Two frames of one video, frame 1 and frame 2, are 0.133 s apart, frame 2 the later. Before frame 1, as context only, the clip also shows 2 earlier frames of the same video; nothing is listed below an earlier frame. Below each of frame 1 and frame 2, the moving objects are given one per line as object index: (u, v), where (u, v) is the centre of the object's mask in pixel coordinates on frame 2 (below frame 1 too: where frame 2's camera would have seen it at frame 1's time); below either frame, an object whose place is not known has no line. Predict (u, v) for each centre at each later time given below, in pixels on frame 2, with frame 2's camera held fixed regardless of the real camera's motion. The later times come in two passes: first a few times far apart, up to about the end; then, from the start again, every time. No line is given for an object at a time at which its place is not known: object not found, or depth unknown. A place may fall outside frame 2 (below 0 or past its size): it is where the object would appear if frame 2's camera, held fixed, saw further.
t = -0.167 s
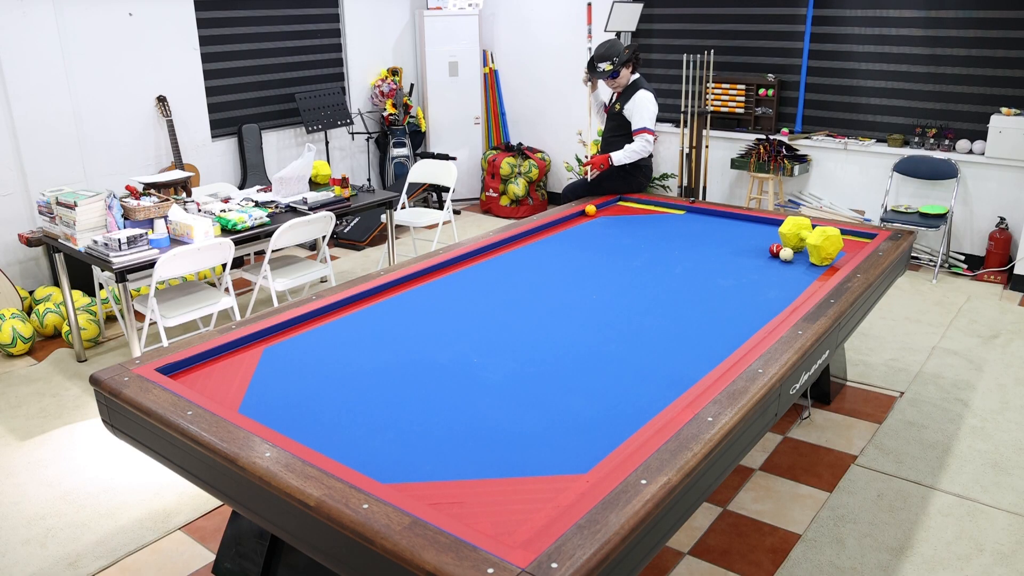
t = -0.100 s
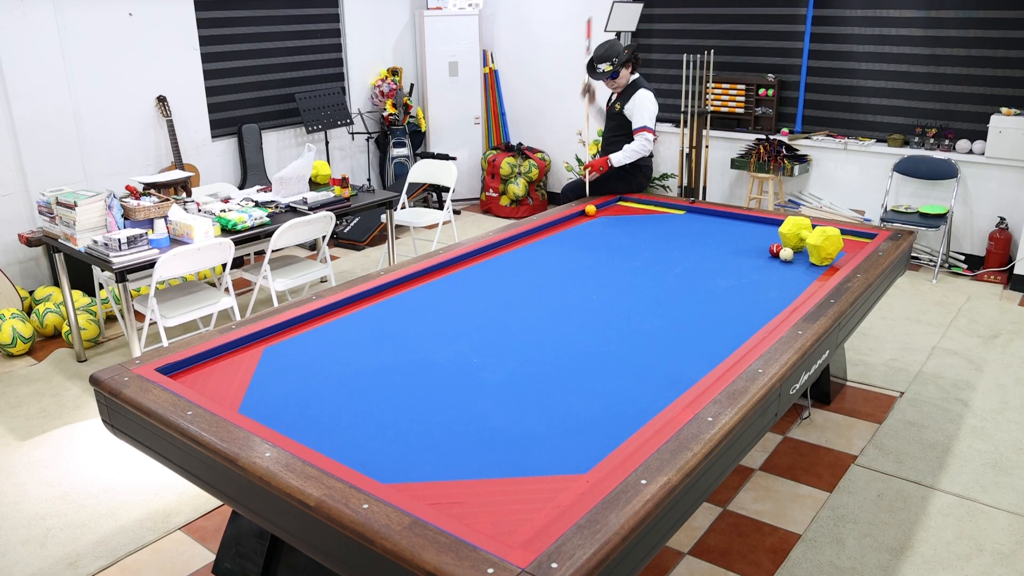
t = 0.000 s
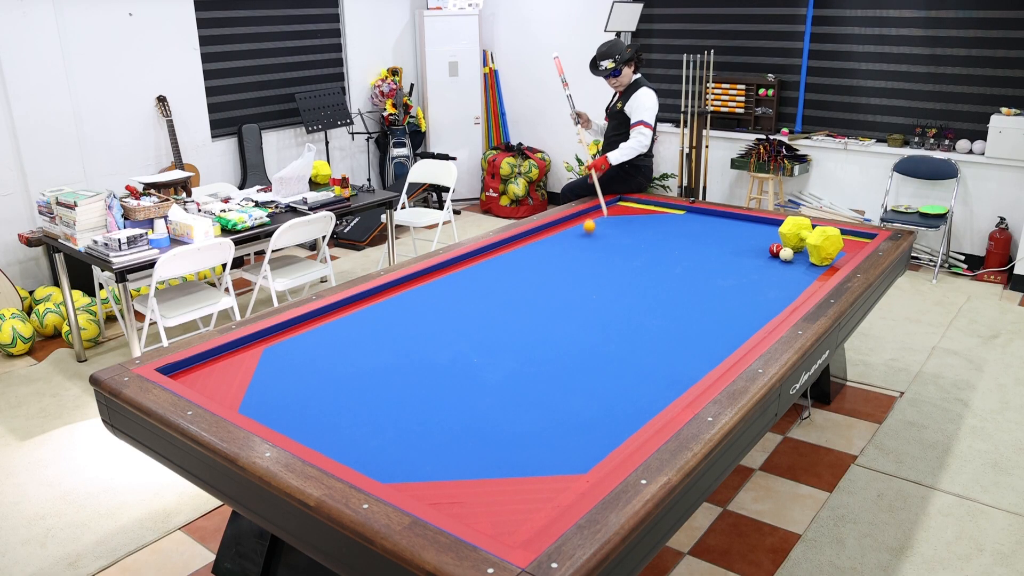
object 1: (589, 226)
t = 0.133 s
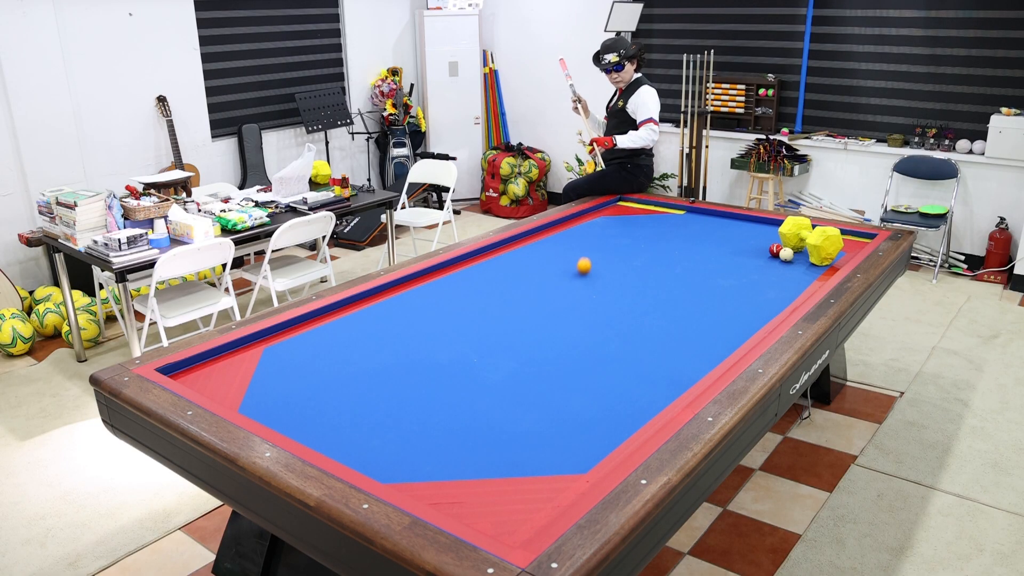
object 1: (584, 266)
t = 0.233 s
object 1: (578, 305)
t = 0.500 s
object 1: (551, 496)
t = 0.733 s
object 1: (496, 397)
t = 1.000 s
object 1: (500, 298)
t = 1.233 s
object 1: (503, 250)
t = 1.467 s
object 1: (573, 233)
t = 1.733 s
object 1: (655, 221)
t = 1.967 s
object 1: (716, 213)
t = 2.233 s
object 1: (745, 235)
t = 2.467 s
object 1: (762, 248)
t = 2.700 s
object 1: (758, 255)
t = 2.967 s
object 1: (754, 263)
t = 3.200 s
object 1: (751, 270)
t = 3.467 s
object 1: (732, 274)
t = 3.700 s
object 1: (715, 277)
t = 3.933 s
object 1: (698, 279)
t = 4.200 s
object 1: (679, 282)
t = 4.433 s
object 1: (662, 285)
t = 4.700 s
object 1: (644, 287)
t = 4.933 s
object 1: (628, 290)
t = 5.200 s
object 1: (610, 293)
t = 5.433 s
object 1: (595, 295)
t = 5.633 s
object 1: (583, 297)
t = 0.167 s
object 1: (582, 278)
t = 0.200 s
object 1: (580, 290)
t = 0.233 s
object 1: (578, 305)
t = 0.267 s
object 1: (576, 320)
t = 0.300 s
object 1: (573, 337)
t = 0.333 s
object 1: (571, 356)
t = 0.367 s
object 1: (568, 378)
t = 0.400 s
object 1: (564, 402)
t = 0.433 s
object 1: (561, 429)
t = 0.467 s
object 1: (556, 460)
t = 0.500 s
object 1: (551, 496)
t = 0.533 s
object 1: (519, 524)
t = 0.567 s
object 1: (491, 516)
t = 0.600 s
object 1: (492, 486)
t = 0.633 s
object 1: (493, 459)
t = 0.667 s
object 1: (494, 436)
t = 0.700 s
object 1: (495, 415)
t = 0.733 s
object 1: (496, 397)
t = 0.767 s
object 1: (497, 380)
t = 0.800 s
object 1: (497, 365)
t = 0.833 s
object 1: (498, 352)
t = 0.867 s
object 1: (498, 339)
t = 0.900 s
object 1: (499, 328)
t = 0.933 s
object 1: (499, 317)
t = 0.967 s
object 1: (500, 307)
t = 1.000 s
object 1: (500, 298)
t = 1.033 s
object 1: (501, 290)
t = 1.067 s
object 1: (501, 282)
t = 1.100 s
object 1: (502, 275)
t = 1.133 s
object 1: (502, 268)
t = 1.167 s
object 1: (502, 262)
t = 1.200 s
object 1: (503, 256)
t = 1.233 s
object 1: (503, 250)
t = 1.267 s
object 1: (503, 245)
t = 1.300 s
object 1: (508, 241)
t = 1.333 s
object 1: (522, 240)
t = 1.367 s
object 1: (536, 238)
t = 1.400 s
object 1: (549, 236)
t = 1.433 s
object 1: (561, 235)
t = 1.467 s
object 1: (573, 233)
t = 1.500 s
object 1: (584, 232)
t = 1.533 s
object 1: (595, 230)
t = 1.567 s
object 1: (605, 229)
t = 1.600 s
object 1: (616, 227)
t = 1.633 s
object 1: (626, 225)
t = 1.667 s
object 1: (636, 224)
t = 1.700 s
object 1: (645, 222)
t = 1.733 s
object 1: (655, 221)
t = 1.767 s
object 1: (665, 220)
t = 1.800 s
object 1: (674, 219)
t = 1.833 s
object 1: (683, 217)
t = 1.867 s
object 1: (692, 215)
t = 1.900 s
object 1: (701, 214)
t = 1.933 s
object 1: (710, 213)
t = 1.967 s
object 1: (716, 213)
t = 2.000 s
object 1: (719, 216)
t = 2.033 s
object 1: (723, 219)
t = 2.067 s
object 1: (726, 221)
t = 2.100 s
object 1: (729, 224)
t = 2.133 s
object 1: (733, 227)
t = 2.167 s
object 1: (737, 229)
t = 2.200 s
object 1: (741, 232)
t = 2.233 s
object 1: (745, 235)
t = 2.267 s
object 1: (749, 237)
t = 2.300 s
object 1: (754, 240)
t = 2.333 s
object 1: (758, 243)
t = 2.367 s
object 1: (763, 245)
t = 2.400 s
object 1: (765, 247)
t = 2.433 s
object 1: (763, 248)
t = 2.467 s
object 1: (762, 248)
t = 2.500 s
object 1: (760, 249)
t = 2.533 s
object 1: (760, 250)
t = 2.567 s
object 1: (759, 251)
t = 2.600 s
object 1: (759, 252)
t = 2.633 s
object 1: (758, 253)
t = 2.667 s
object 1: (758, 254)
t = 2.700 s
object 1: (758, 255)
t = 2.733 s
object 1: (757, 256)
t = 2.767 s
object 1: (757, 257)
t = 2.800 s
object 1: (756, 258)
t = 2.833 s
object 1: (756, 259)
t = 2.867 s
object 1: (755, 260)
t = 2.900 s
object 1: (755, 261)
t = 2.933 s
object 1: (755, 262)
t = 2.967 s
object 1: (754, 263)
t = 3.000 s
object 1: (754, 264)
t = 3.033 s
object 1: (753, 265)
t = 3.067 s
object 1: (753, 266)
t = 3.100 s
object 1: (753, 267)
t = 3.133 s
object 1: (752, 268)
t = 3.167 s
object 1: (752, 269)
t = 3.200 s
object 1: (751, 270)
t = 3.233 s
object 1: (749, 271)
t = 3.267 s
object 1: (747, 271)
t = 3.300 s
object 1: (744, 272)
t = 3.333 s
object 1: (742, 272)
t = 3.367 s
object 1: (740, 273)
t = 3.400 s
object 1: (737, 273)
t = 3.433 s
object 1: (735, 273)
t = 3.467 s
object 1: (732, 274)
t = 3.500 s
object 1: (730, 274)
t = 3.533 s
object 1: (727, 274)
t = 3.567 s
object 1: (725, 275)
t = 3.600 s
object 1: (722, 275)
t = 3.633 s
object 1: (720, 276)
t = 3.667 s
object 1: (718, 276)
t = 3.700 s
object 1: (715, 277)
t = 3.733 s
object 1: (713, 277)
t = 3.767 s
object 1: (710, 277)
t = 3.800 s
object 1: (708, 278)
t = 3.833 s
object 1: (705, 278)
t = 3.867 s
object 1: (703, 278)
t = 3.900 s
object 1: (700, 279)
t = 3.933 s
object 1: (698, 279)
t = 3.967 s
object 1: (696, 280)
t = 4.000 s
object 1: (693, 280)
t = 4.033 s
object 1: (691, 280)
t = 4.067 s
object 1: (688, 281)
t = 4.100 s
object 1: (686, 281)
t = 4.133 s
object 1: (684, 281)
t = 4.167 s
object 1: (681, 282)
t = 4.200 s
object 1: (679, 282)
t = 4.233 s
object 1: (676, 283)
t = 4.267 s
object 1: (674, 283)
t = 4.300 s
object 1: (672, 283)
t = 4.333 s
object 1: (669, 284)
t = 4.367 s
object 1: (667, 284)
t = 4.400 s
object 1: (665, 284)
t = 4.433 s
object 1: (662, 285)
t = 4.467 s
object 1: (660, 285)
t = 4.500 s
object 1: (658, 285)
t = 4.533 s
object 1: (655, 286)
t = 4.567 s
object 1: (653, 286)
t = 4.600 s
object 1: (651, 287)
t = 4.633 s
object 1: (648, 287)
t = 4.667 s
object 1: (646, 287)
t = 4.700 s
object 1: (644, 287)
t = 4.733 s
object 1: (642, 288)
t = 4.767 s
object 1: (639, 288)
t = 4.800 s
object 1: (637, 289)
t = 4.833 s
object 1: (635, 289)
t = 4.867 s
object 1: (632, 289)
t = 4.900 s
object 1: (630, 290)
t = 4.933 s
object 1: (628, 290)
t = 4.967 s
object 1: (626, 290)
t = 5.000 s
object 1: (623, 291)
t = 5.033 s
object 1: (621, 291)
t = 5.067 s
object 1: (619, 291)
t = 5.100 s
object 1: (617, 292)
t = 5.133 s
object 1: (615, 292)
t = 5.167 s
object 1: (612, 292)
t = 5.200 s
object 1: (610, 293)
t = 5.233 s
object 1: (608, 293)
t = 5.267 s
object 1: (606, 294)
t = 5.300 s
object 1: (604, 294)
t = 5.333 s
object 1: (602, 294)
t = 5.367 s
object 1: (599, 295)
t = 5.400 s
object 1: (597, 295)
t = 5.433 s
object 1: (595, 295)
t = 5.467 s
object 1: (593, 296)
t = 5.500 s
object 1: (591, 296)
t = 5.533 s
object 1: (589, 296)
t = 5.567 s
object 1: (587, 297)
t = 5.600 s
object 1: (585, 297)
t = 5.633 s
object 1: (583, 297)
